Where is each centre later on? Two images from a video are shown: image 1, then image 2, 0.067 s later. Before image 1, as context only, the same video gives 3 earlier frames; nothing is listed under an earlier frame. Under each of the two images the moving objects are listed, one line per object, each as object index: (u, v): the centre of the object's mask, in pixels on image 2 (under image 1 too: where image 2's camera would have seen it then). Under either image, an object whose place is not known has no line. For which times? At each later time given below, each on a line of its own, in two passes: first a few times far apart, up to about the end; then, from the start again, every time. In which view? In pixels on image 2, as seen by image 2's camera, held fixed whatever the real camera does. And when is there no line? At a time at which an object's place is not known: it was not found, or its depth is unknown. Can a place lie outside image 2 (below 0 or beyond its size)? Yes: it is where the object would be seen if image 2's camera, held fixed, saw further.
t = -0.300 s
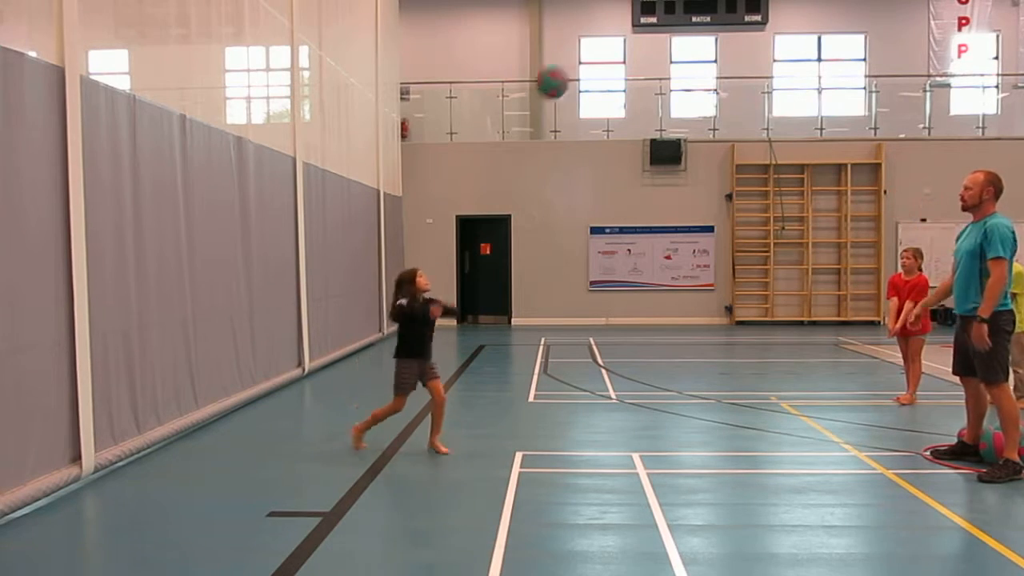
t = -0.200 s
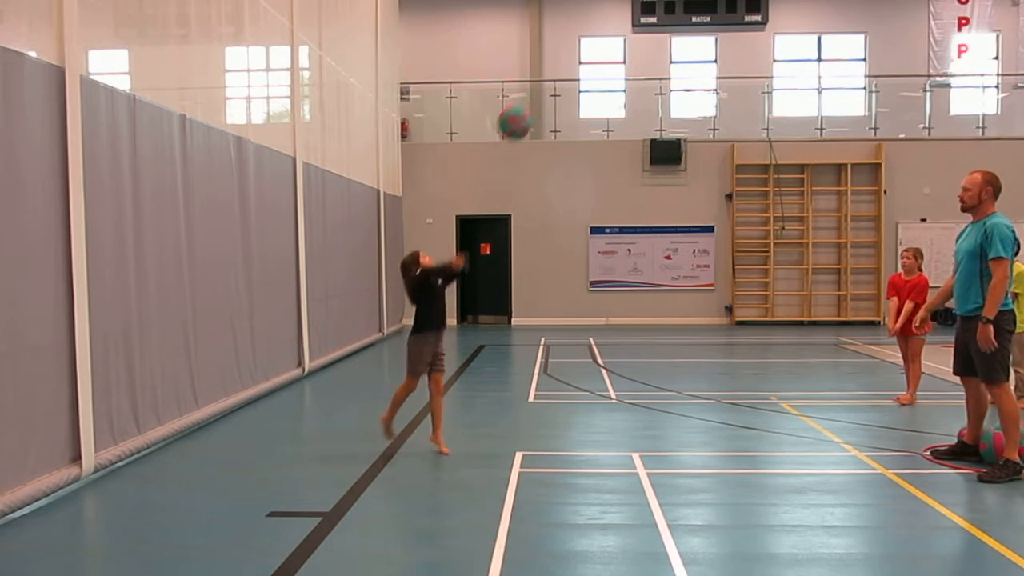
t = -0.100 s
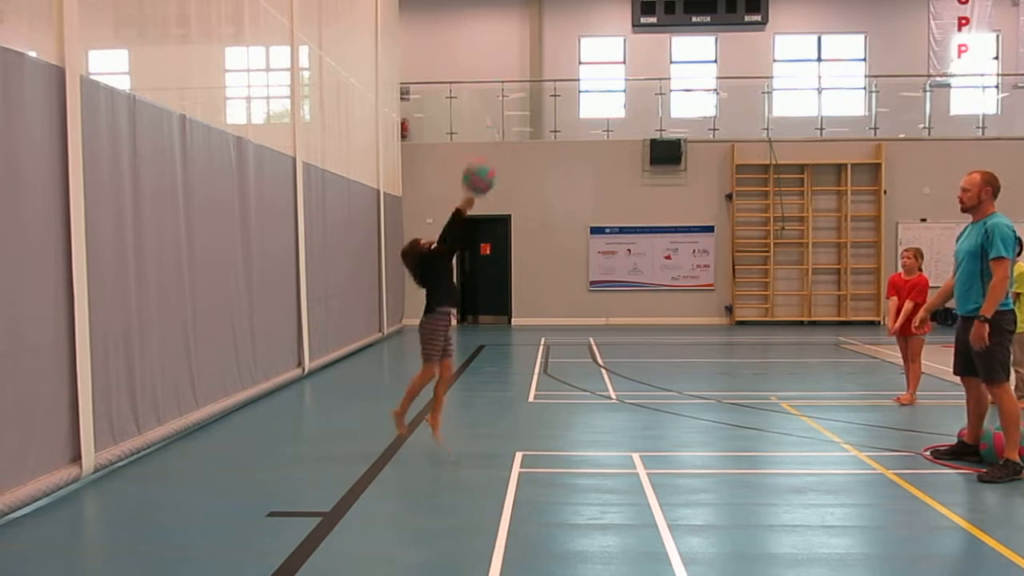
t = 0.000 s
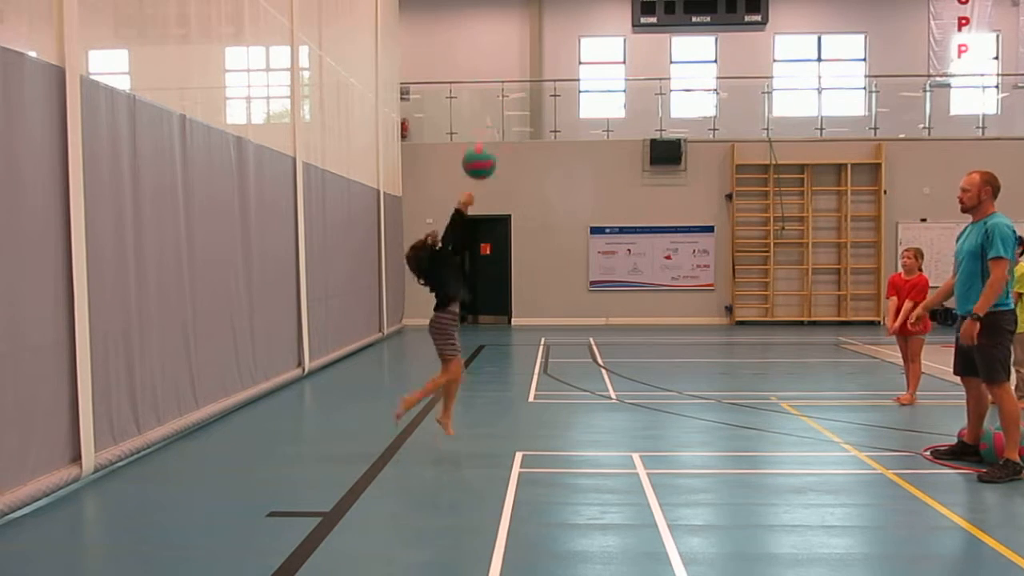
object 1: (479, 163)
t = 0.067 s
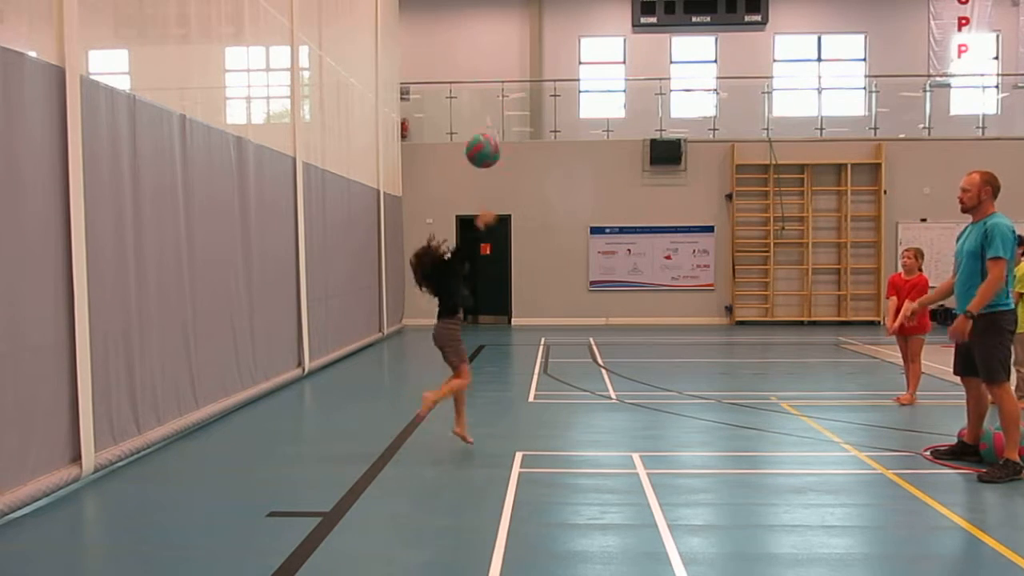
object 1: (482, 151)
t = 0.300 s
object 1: (498, 160)
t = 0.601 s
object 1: (523, 325)
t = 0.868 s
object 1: (552, 427)
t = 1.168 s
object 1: (601, 278)
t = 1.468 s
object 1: (666, 324)
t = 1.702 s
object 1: (731, 558)
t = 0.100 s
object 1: (485, 147)
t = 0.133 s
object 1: (487, 145)
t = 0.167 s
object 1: (489, 144)
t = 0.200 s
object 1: (492, 145)
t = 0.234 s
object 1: (494, 148)
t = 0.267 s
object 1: (496, 154)
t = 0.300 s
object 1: (498, 160)
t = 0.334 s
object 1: (501, 169)
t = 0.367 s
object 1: (504, 180)
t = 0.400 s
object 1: (507, 194)
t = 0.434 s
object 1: (509, 211)
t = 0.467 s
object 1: (511, 229)
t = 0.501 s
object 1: (513, 248)
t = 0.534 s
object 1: (516, 271)
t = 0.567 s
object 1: (520, 296)
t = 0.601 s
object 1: (523, 325)
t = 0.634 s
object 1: (528, 353)
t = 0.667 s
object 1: (528, 389)
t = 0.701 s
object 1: (532, 423)
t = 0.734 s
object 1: (535, 463)
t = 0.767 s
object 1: (538, 499)
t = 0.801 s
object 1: (543, 478)
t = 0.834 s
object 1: (548, 451)
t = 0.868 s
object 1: (552, 427)
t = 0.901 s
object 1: (557, 404)
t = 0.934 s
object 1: (562, 382)
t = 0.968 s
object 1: (567, 361)
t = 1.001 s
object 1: (572, 344)
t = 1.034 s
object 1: (577, 326)
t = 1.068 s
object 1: (583, 311)
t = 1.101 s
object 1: (588, 298)
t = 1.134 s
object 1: (595, 287)
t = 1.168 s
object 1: (601, 278)
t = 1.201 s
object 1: (608, 273)
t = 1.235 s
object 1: (613, 270)
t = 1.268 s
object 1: (619, 269)
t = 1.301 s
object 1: (627, 270)
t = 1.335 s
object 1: (635, 274)
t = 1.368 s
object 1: (641, 282)
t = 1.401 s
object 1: (649, 292)
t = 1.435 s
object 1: (657, 306)
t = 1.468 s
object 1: (666, 324)
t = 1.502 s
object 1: (675, 344)
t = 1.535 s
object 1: (684, 371)
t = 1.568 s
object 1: (693, 401)
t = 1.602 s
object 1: (702, 439)
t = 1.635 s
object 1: (712, 479)
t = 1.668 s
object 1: (722, 527)
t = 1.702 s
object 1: (731, 558)
